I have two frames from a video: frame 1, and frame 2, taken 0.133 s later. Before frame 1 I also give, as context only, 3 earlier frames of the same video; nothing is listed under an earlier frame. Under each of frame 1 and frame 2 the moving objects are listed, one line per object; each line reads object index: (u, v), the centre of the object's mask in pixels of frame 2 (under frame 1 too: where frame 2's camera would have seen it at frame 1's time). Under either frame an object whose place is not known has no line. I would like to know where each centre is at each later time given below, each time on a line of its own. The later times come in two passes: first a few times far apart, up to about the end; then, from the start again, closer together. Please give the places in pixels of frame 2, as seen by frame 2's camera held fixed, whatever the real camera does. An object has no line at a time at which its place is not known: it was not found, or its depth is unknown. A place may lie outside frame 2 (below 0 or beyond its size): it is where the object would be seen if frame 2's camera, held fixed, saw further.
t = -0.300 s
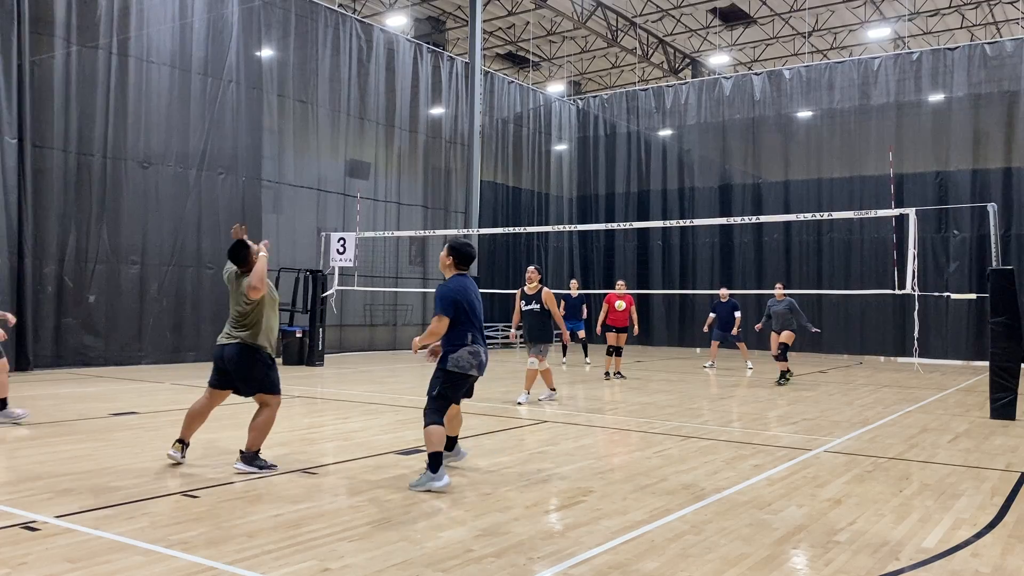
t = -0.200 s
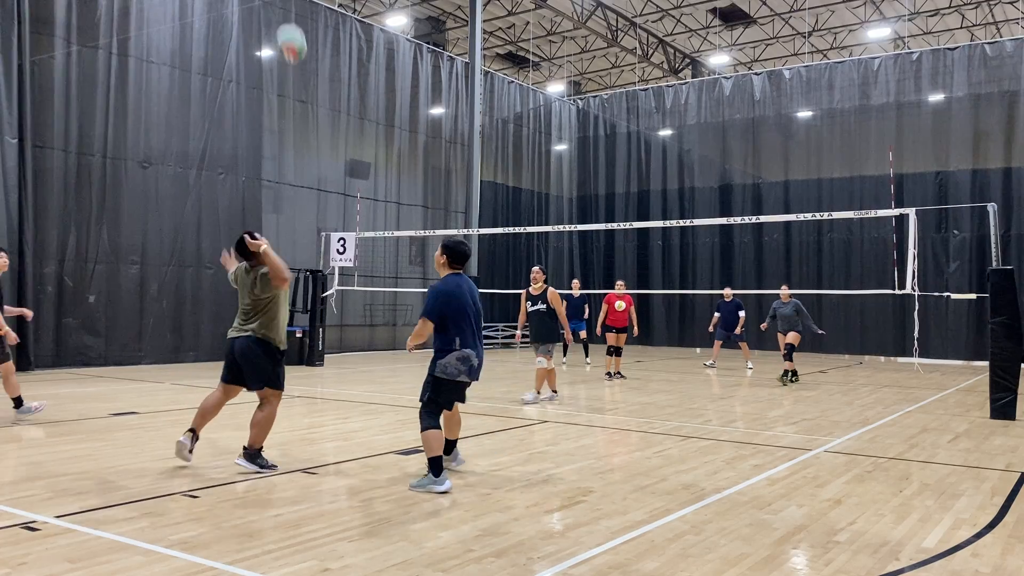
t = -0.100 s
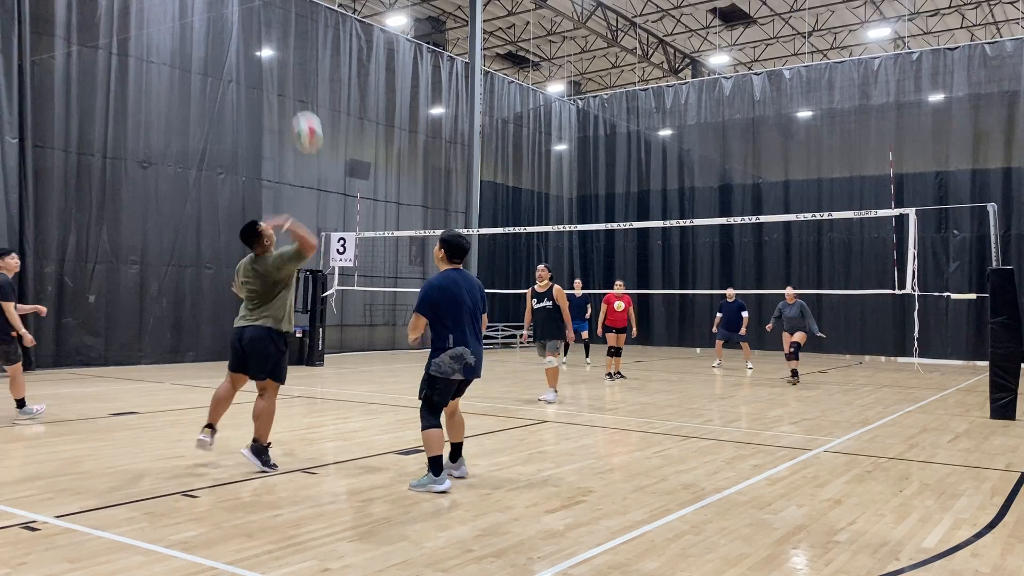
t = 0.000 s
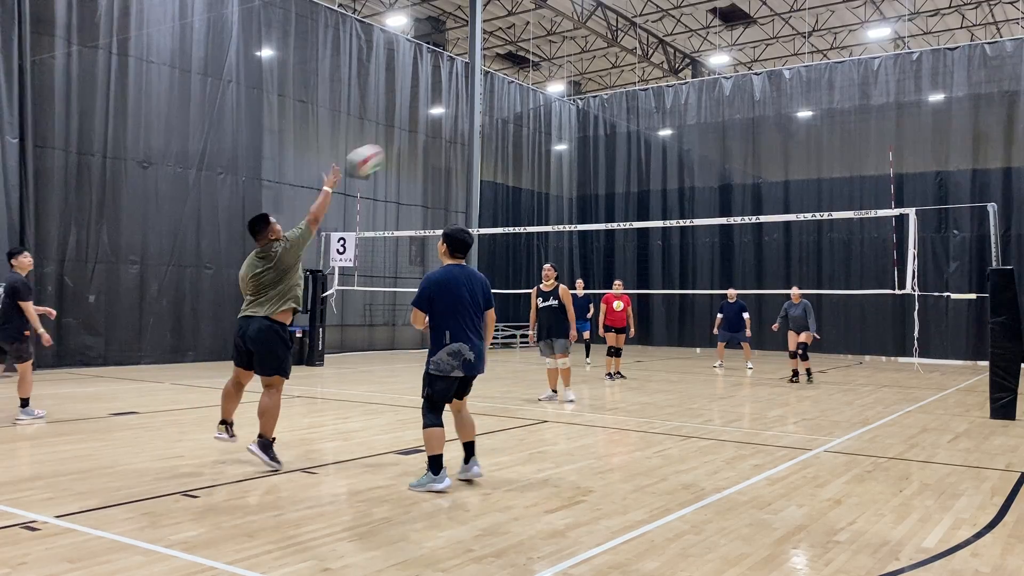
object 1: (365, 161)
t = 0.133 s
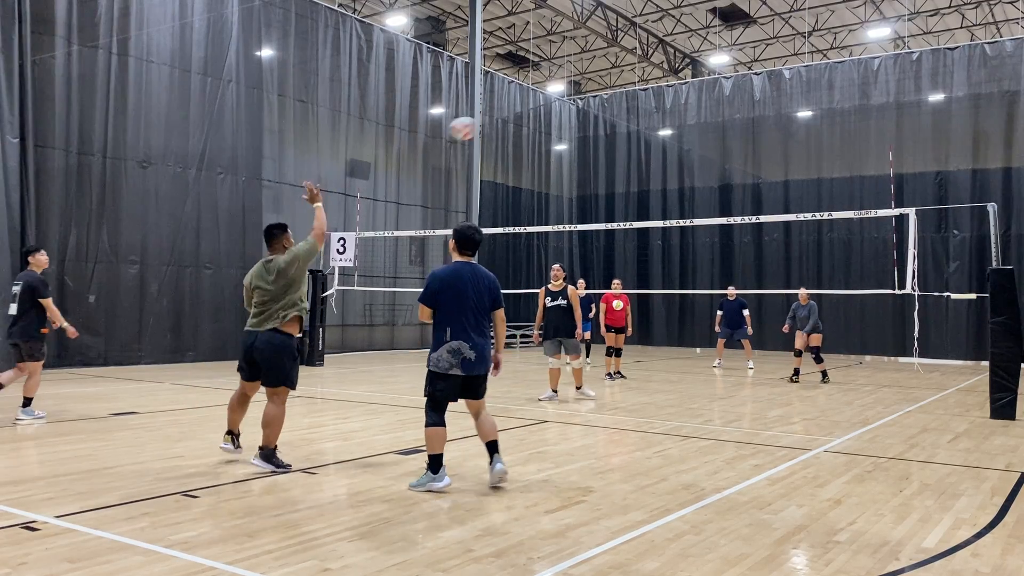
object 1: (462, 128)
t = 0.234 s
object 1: (513, 125)
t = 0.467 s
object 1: (591, 153)
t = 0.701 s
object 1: (638, 209)
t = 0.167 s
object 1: (482, 126)
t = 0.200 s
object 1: (498, 125)
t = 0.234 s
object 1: (513, 125)
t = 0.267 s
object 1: (528, 126)
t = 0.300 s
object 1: (540, 129)
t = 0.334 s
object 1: (553, 132)
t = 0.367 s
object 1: (563, 136)
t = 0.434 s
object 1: (583, 147)
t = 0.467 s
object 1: (591, 153)
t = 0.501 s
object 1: (599, 160)
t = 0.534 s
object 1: (607, 167)
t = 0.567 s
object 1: (614, 175)
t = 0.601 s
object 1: (620, 183)
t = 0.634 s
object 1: (627, 191)
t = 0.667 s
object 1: (632, 200)
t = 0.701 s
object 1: (638, 209)
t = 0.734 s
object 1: (642, 216)
